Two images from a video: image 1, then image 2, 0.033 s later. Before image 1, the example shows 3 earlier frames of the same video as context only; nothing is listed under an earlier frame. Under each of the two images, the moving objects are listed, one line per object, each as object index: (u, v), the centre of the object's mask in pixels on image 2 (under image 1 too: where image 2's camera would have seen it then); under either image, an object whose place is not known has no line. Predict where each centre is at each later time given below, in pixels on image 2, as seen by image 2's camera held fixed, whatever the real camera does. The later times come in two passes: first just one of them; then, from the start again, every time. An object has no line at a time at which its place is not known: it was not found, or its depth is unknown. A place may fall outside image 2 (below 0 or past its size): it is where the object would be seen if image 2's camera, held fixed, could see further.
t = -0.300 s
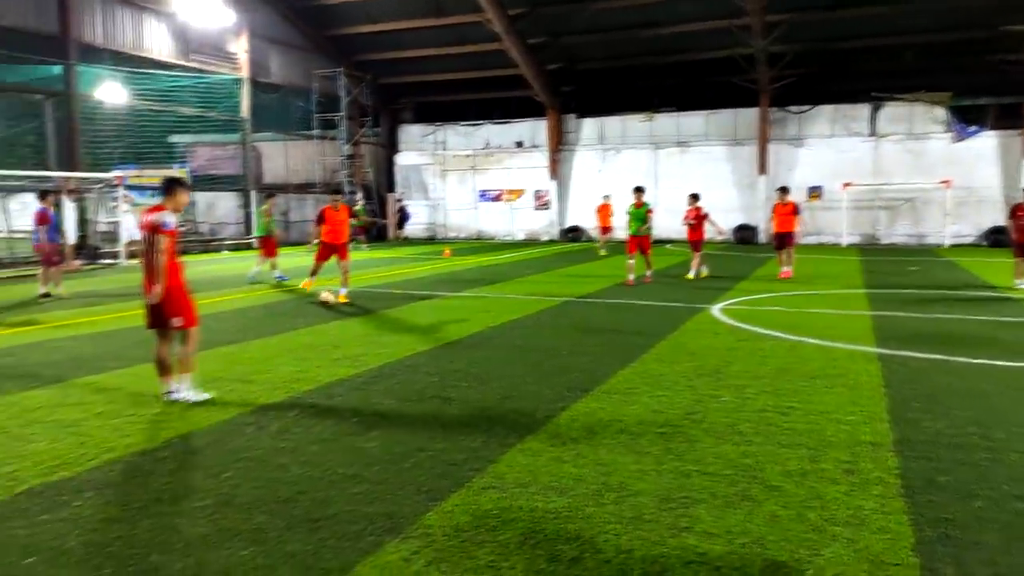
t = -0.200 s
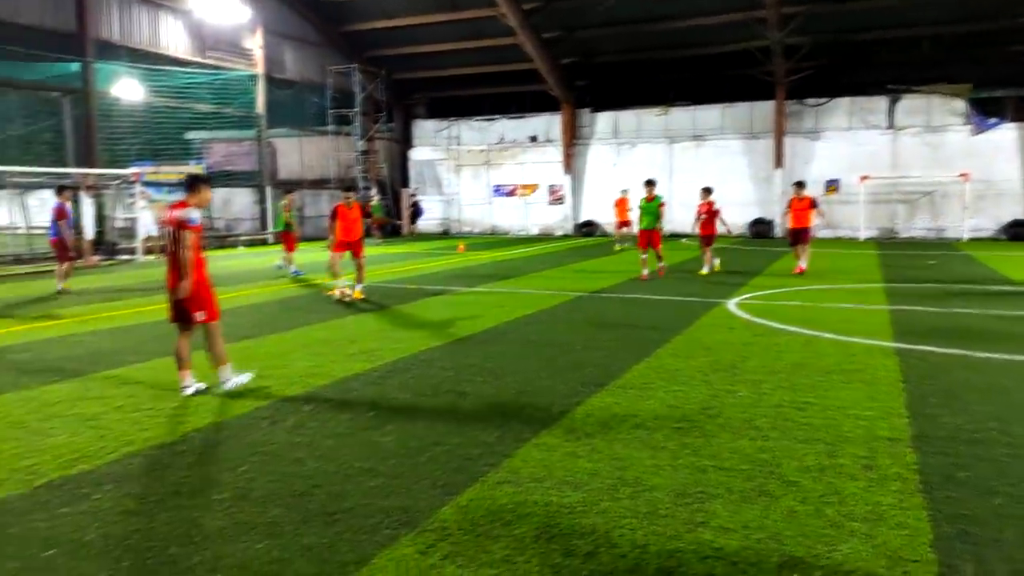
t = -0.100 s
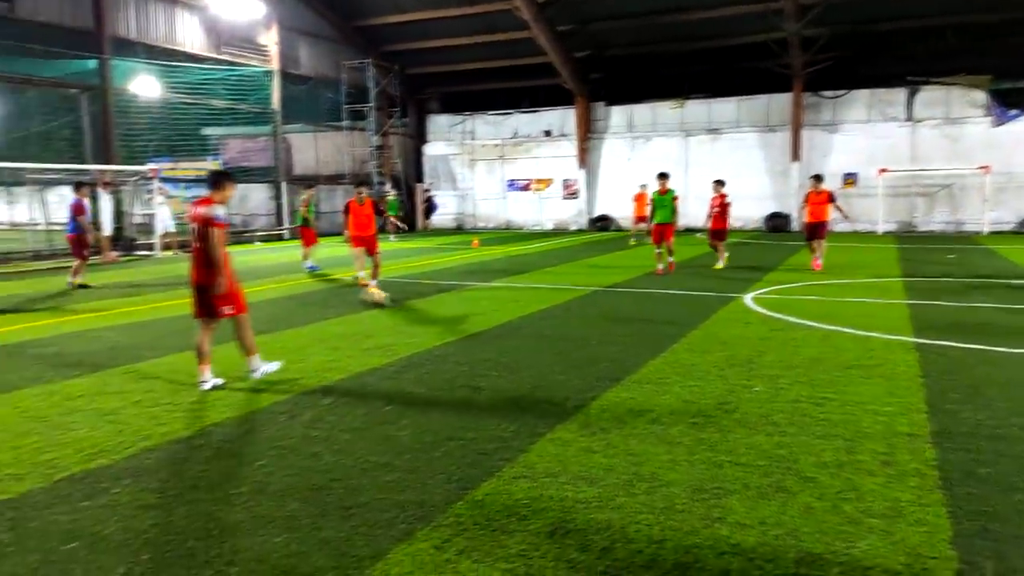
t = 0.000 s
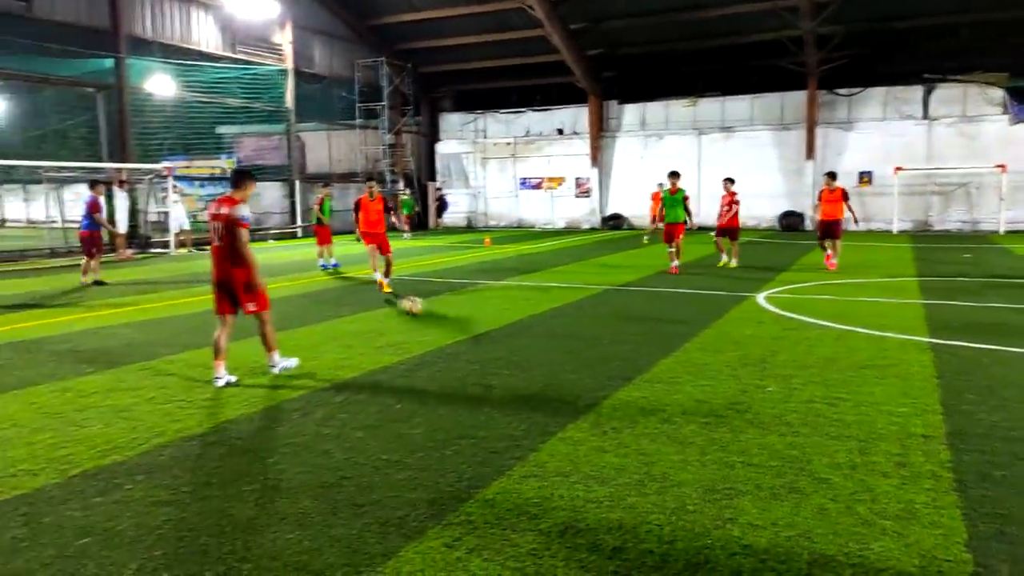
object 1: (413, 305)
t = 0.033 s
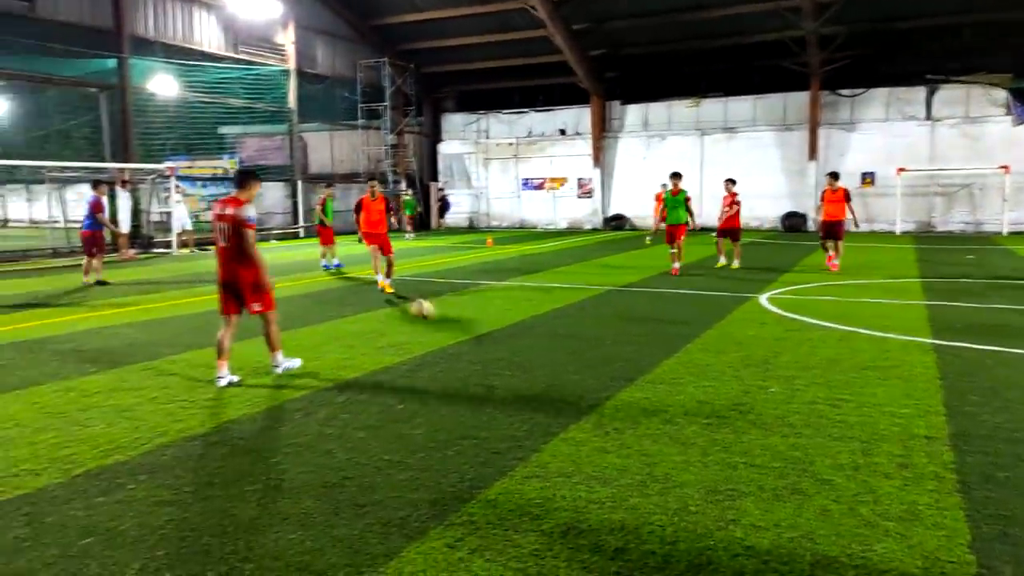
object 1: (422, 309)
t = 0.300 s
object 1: (510, 344)
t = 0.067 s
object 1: (430, 311)
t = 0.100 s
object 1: (440, 317)
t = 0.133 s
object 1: (451, 324)
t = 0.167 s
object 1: (463, 327)
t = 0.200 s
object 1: (471, 327)
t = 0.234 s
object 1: (484, 331)
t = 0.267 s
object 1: (496, 336)
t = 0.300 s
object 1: (510, 344)
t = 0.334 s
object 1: (525, 353)
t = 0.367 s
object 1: (541, 364)
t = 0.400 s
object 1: (557, 368)
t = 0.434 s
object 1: (574, 370)
